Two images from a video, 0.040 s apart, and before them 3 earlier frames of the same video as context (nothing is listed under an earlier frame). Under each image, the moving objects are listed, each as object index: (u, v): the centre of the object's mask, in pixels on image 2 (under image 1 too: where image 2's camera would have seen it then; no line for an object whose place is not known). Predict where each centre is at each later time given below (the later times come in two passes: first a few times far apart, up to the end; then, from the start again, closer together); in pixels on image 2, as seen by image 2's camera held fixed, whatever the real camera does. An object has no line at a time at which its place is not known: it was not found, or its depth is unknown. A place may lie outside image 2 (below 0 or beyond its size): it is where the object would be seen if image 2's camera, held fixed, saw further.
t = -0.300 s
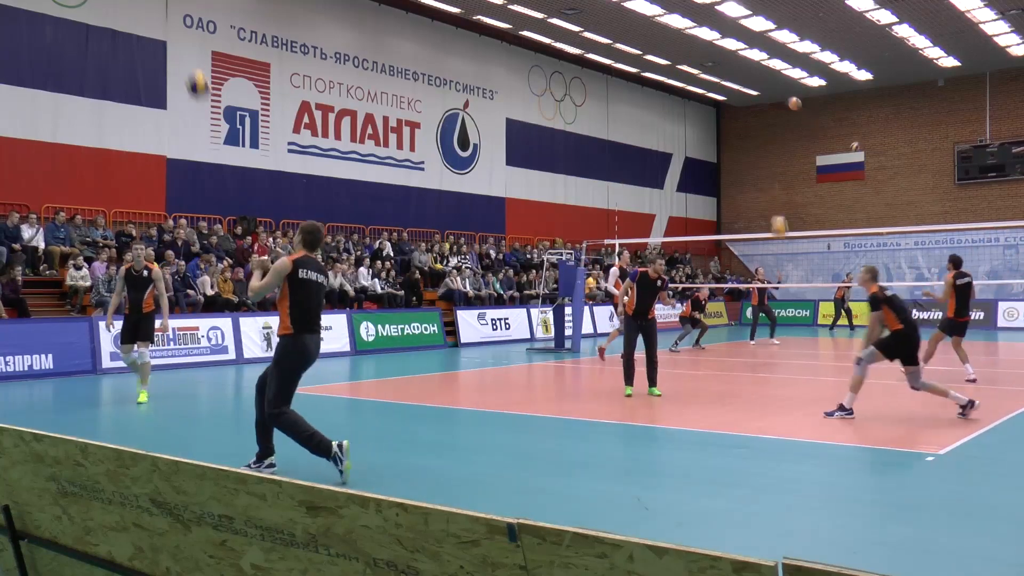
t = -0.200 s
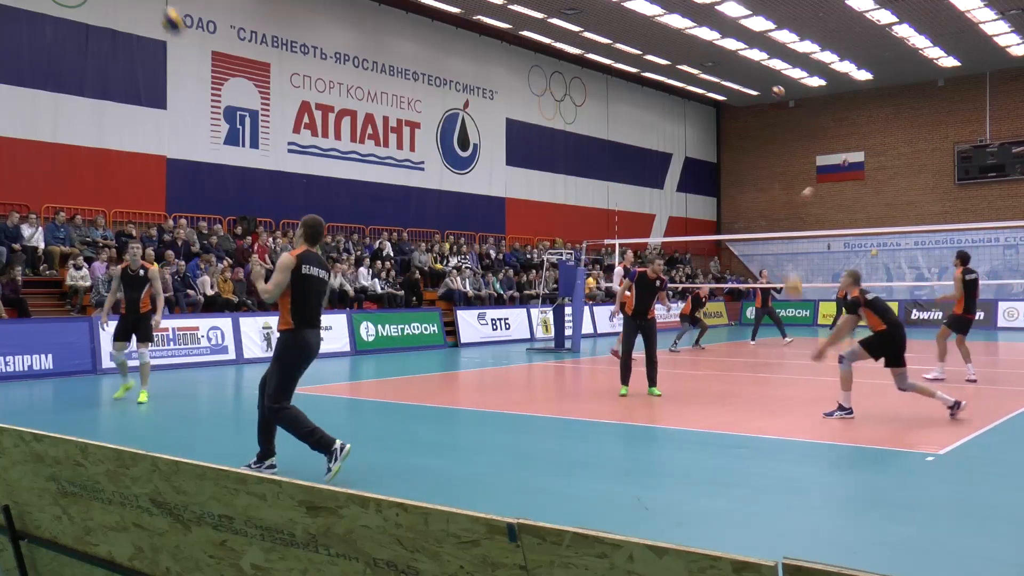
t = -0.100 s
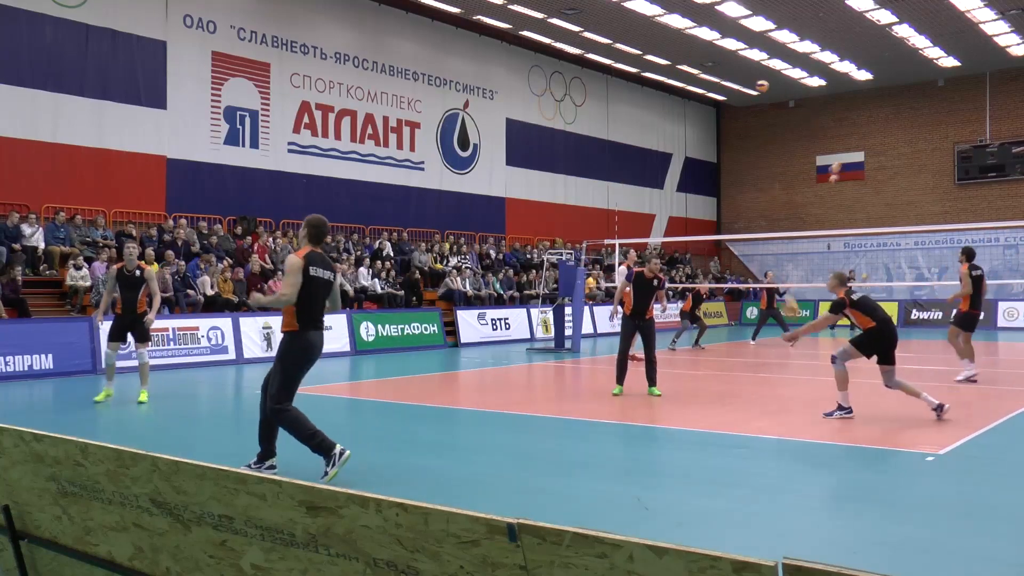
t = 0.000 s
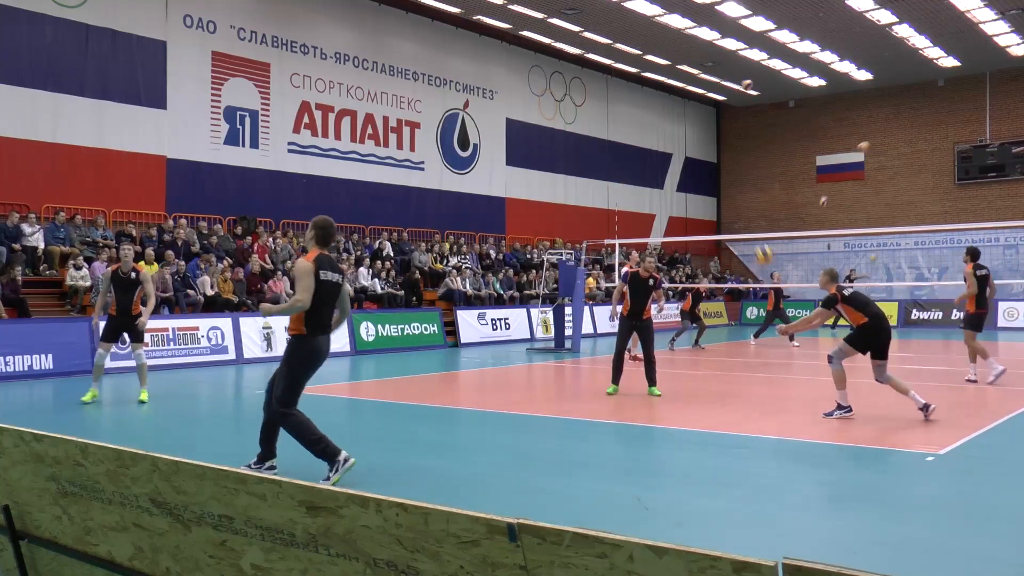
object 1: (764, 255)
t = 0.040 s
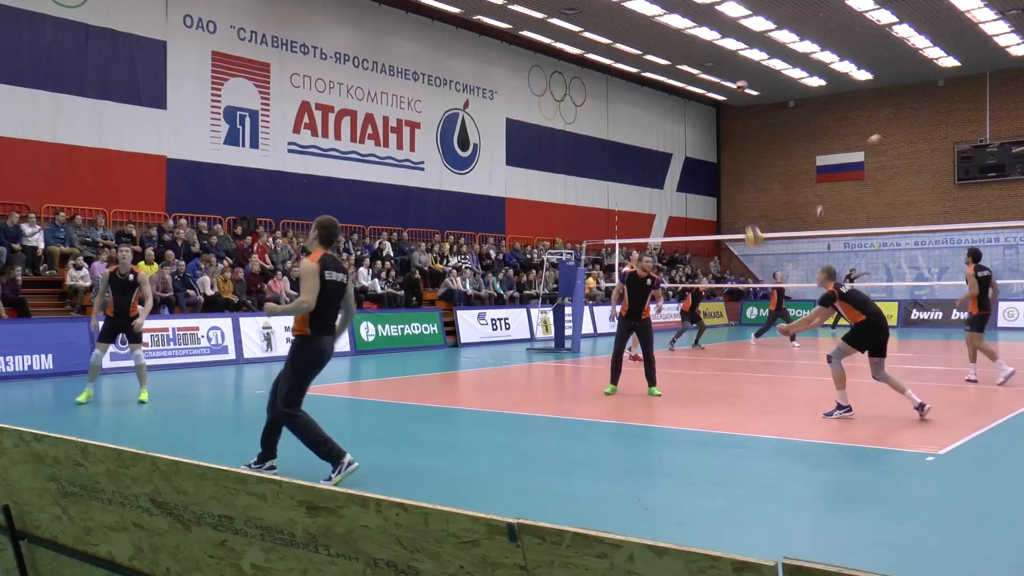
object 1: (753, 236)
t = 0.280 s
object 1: (697, 163)
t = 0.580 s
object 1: (633, 142)
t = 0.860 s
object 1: (582, 180)
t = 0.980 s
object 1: (561, 214)
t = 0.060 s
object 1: (748, 227)
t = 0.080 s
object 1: (743, 220)
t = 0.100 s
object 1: (738, 213)
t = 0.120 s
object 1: (733, 205)
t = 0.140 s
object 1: (729, 198)
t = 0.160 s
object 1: (724, 192)
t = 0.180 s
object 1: (719, 186)
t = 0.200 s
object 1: (715, 182)
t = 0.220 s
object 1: (710, 177)
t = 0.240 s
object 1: (706, 172)
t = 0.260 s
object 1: (701, 167)
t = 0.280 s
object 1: (697, 163)
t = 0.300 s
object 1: (692, 160)
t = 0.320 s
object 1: (688, 156)
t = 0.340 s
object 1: (683, 153)
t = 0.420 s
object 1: (666, 144)
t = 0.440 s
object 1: (662, 142)
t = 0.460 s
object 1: (658, 141)
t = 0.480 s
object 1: (654, 140)
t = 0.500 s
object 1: (650, 140)
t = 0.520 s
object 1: (646, 140)
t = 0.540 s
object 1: (641, 140)
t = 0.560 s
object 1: (637, 141)
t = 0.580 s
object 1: (633, 142)
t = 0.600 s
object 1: (629, 143)
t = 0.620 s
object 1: (625, 144)
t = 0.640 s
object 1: (621, 146)
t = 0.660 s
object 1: (618, 147)
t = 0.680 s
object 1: (614, 149)
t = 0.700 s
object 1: (610, 152)
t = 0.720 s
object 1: (606, 155)
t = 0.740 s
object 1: (603, 158)
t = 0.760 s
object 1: (599, 161)
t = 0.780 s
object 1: (595, 165)
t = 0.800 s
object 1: (592, 168)
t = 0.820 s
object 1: (589, 171)
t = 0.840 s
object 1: (585, 175)
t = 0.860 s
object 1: (582, 180)
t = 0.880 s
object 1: (579, 186)
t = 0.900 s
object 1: (575, 191)
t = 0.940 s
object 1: (568, 202)
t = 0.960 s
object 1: (564, 208)
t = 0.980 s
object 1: (561, 214)
